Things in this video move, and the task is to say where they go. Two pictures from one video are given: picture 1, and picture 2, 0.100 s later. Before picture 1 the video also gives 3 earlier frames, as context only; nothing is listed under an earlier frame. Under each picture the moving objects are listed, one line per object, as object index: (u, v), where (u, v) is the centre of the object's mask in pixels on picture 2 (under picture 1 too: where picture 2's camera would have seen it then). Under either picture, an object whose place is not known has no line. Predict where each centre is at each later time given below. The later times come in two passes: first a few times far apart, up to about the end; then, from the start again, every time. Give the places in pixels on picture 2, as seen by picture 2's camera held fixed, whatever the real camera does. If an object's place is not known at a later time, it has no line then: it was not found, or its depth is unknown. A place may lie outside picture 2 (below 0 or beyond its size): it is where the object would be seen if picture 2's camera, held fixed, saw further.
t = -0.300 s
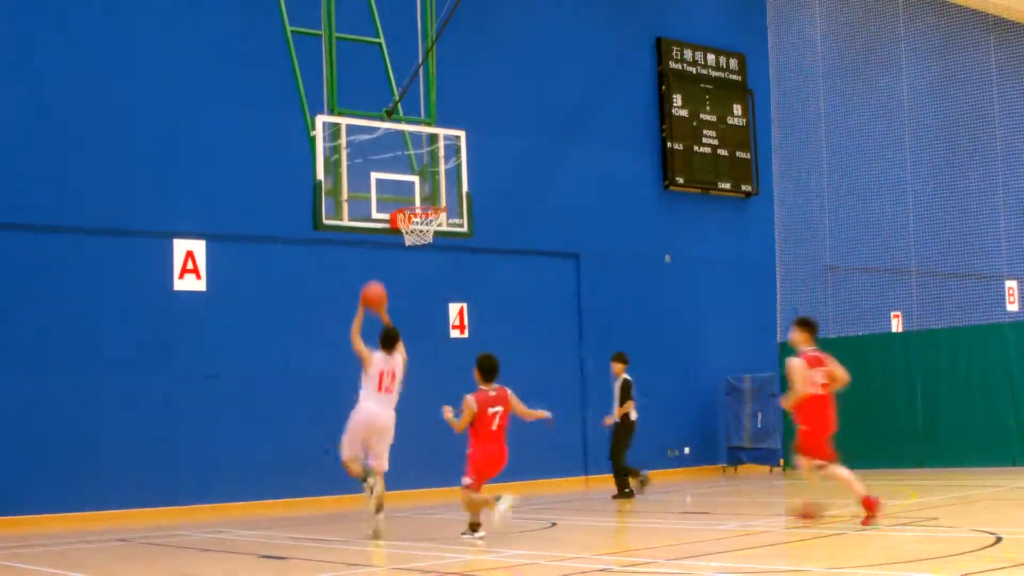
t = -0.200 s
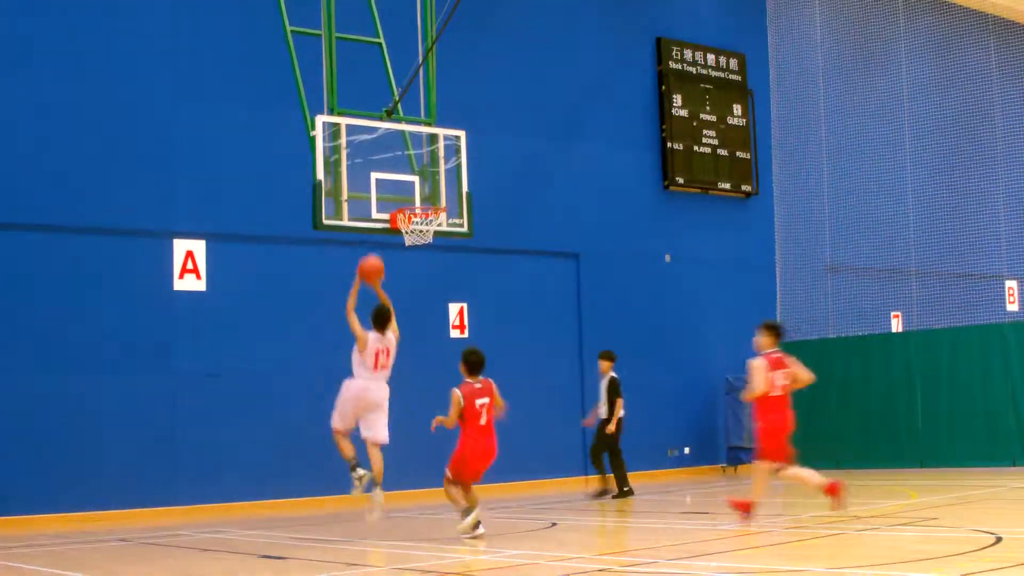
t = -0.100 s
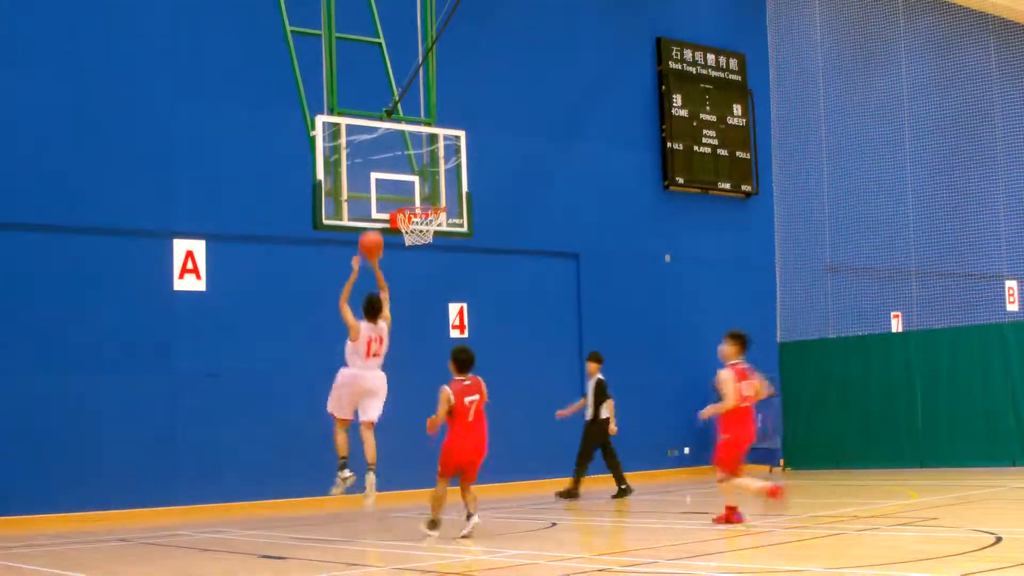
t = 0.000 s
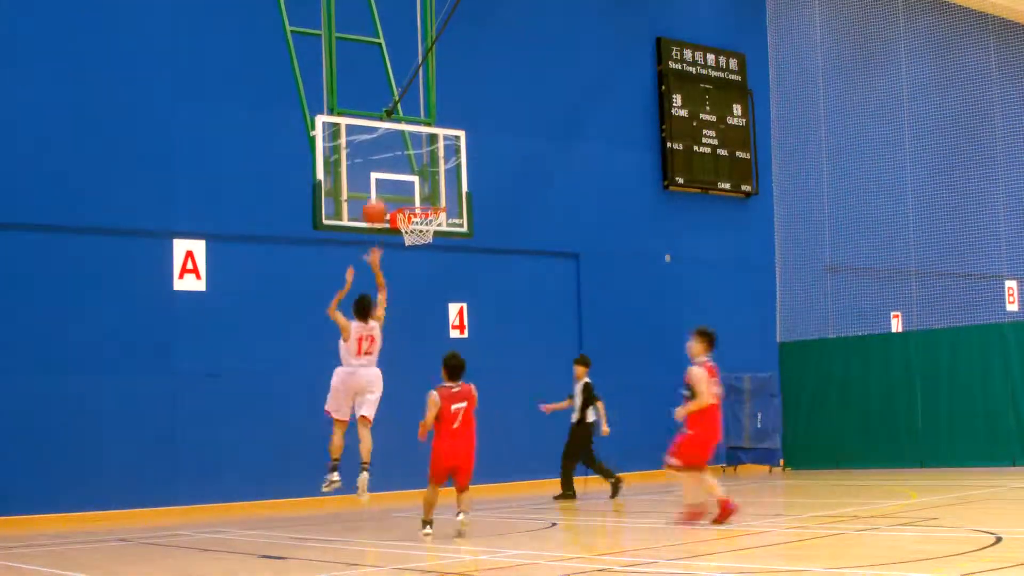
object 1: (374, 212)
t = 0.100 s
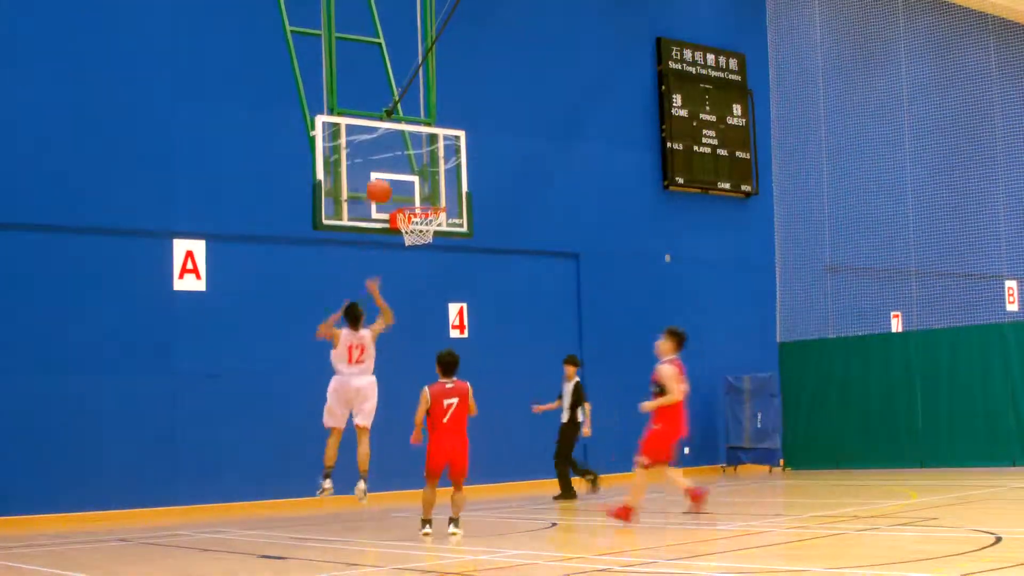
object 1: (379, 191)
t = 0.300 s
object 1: (400, 183)
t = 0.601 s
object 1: (432, 236)
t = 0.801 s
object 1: (426, 291)
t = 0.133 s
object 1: (380, 186)
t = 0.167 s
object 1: (382, 182)
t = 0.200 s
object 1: (385, 181)
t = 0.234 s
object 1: (391, 181)
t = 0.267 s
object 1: (396, 181)
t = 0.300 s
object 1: (400, 183)
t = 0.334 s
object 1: (406, 187)
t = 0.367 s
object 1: (411, 190)
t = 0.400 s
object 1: (415, 195)
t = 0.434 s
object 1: (420, 201)
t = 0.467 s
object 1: (426, 203)
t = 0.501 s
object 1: (434, 219)
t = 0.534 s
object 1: (433, 225)
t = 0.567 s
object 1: (433, 230)
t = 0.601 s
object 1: (432, 236)
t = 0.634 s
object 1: (431, 241)
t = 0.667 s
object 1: (429, 251)
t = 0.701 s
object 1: (429, 258)
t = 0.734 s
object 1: (428, 269)
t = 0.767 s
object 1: (427, 280)
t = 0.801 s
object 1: (426, 291)
